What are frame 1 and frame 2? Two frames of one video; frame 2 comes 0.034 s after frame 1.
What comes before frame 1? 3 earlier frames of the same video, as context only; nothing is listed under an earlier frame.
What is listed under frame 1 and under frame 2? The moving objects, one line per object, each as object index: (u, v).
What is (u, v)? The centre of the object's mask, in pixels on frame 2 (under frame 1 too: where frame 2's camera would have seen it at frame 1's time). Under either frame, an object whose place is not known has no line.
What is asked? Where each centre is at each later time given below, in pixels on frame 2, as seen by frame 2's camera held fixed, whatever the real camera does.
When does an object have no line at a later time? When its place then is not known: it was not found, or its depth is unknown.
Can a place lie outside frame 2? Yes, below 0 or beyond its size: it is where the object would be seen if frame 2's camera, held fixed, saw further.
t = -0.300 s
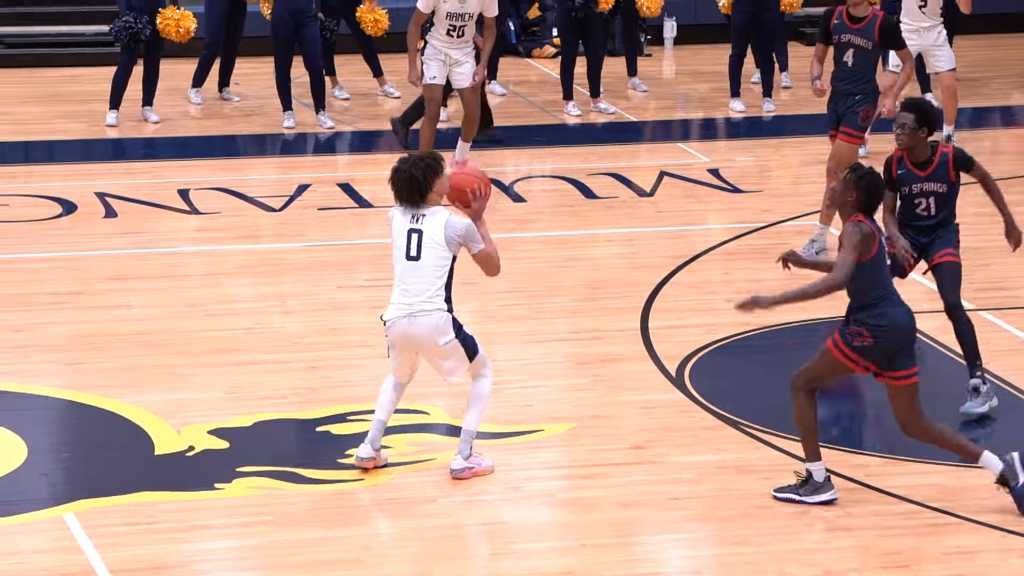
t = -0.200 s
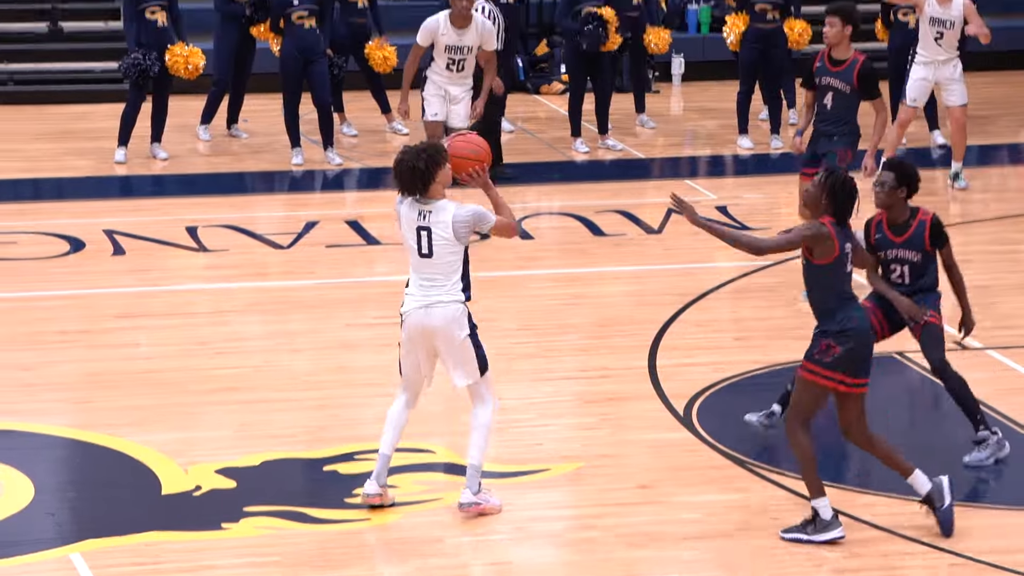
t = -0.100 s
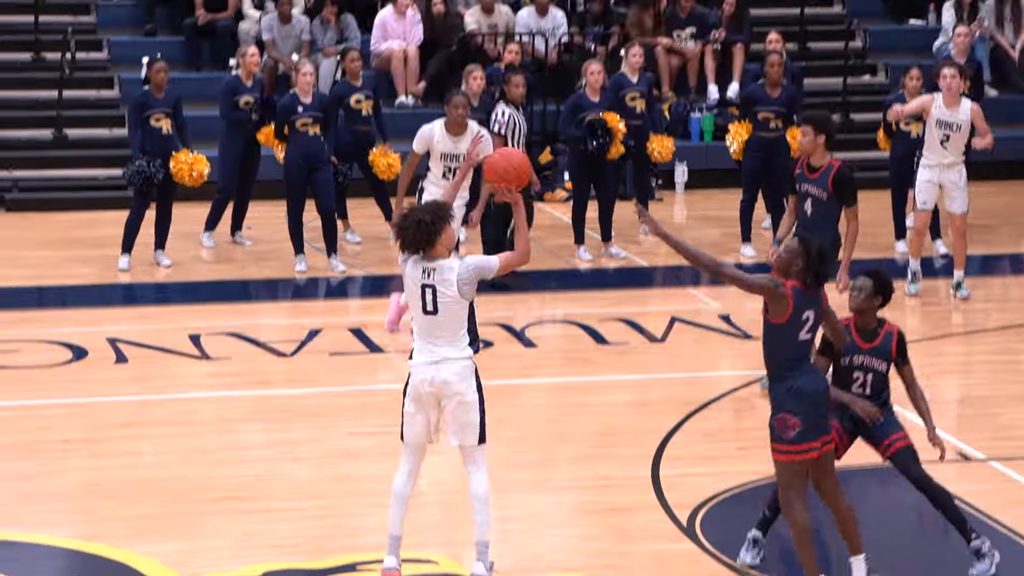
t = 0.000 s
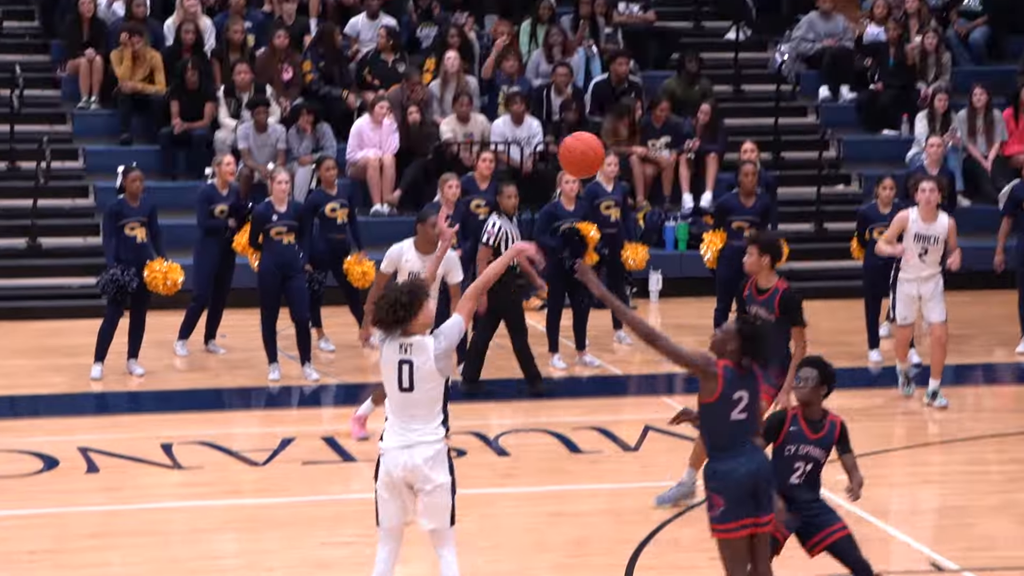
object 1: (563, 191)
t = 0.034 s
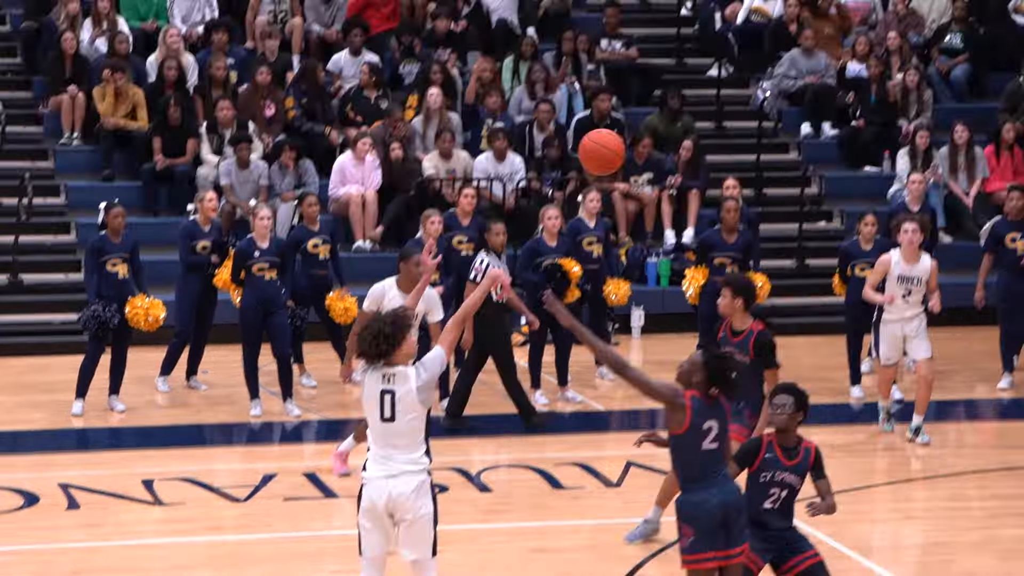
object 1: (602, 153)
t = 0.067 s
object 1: (639, 115)
